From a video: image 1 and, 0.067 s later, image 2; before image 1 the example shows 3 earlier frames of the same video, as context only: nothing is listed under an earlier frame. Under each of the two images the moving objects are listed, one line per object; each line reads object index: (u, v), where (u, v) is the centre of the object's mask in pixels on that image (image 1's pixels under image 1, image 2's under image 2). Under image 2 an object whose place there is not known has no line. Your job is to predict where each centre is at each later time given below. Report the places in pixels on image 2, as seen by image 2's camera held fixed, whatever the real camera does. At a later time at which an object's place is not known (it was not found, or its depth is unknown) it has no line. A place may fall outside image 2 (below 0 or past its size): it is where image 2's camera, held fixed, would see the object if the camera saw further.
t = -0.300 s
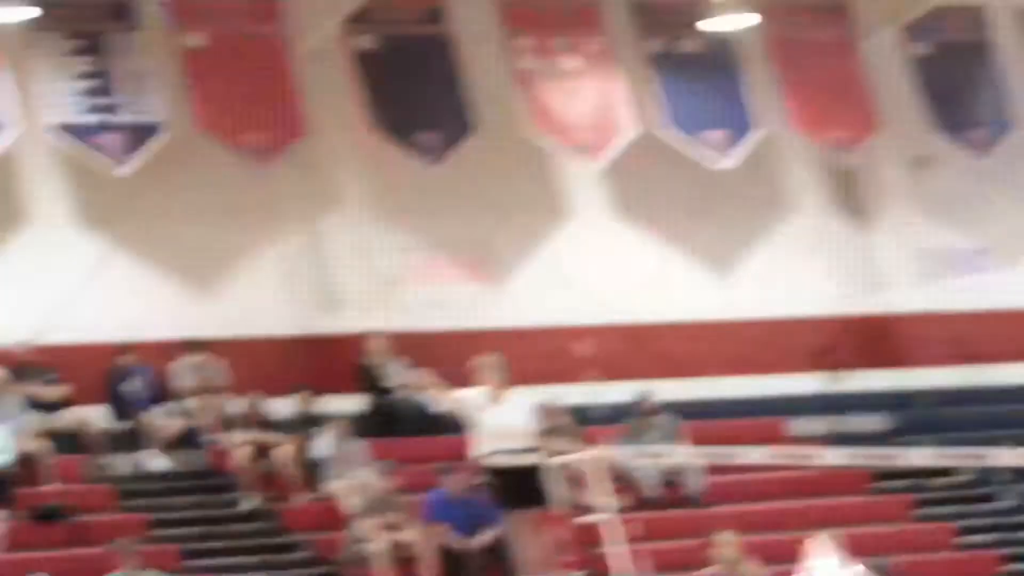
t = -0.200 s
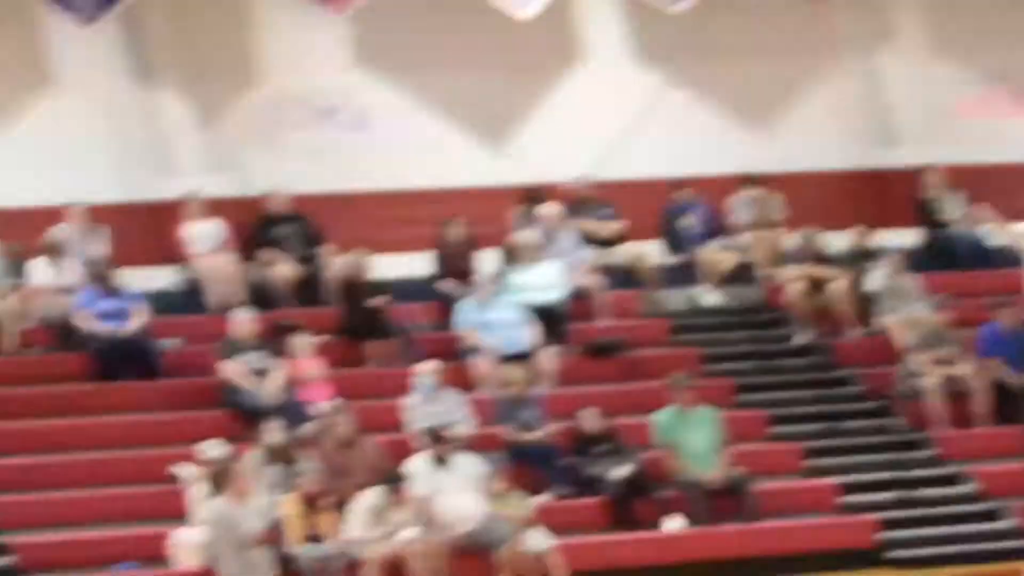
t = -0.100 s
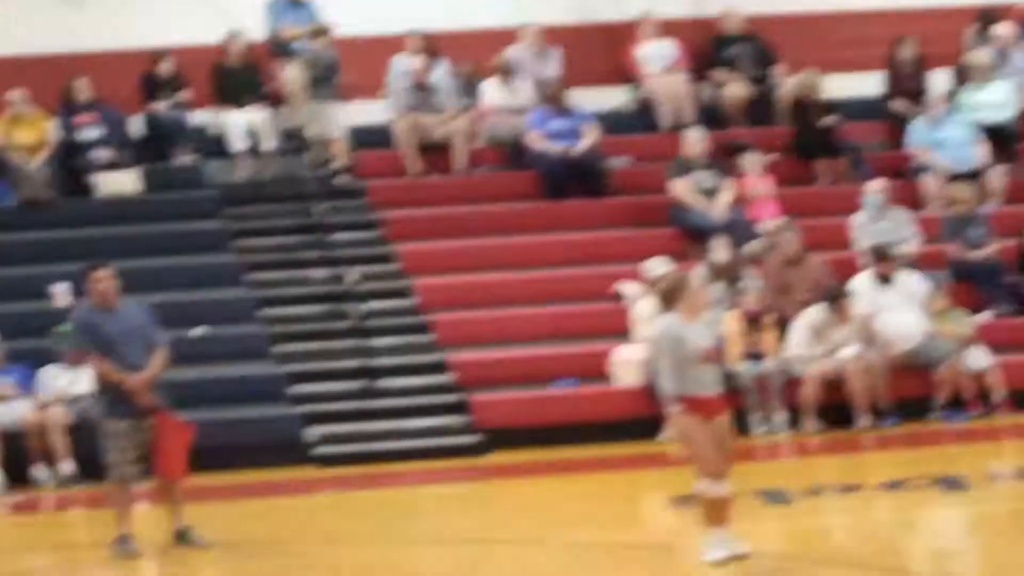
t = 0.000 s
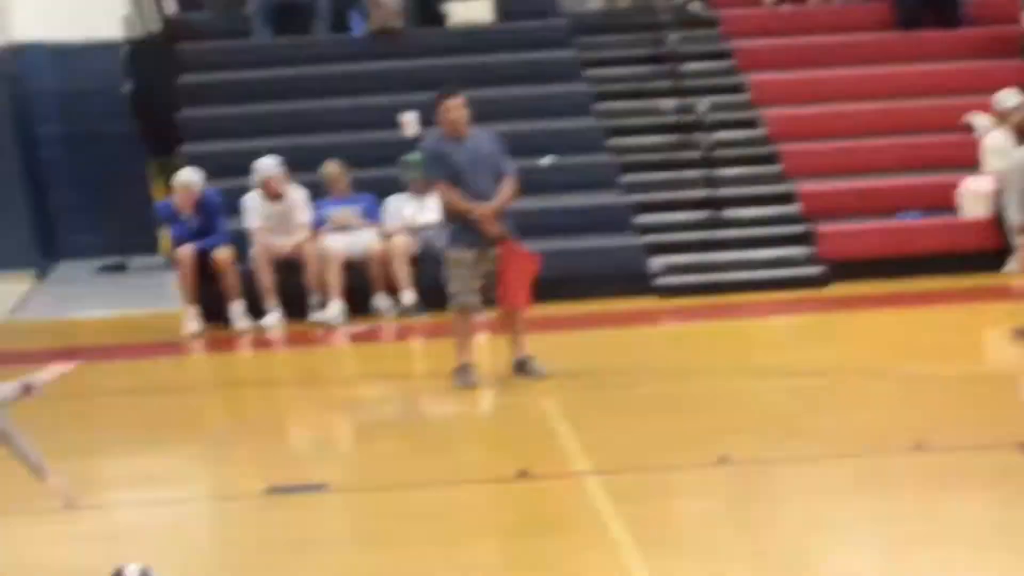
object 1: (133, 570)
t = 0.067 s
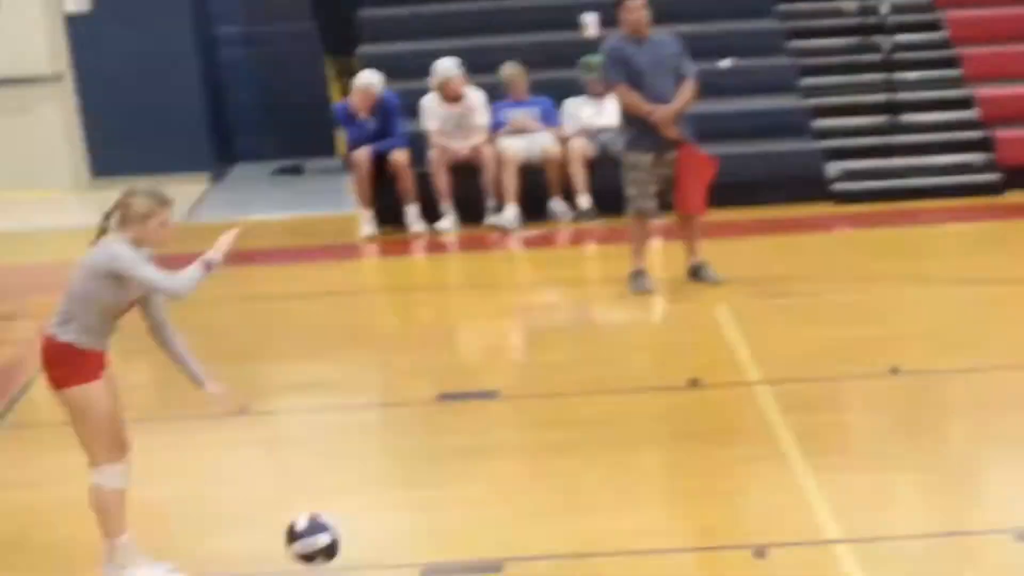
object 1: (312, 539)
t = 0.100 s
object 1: (308, 514)
